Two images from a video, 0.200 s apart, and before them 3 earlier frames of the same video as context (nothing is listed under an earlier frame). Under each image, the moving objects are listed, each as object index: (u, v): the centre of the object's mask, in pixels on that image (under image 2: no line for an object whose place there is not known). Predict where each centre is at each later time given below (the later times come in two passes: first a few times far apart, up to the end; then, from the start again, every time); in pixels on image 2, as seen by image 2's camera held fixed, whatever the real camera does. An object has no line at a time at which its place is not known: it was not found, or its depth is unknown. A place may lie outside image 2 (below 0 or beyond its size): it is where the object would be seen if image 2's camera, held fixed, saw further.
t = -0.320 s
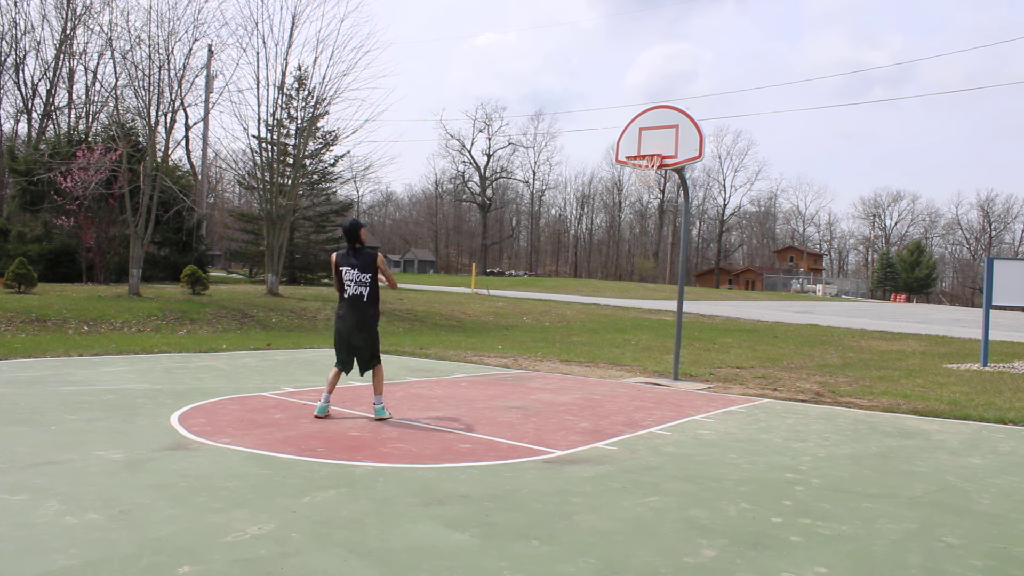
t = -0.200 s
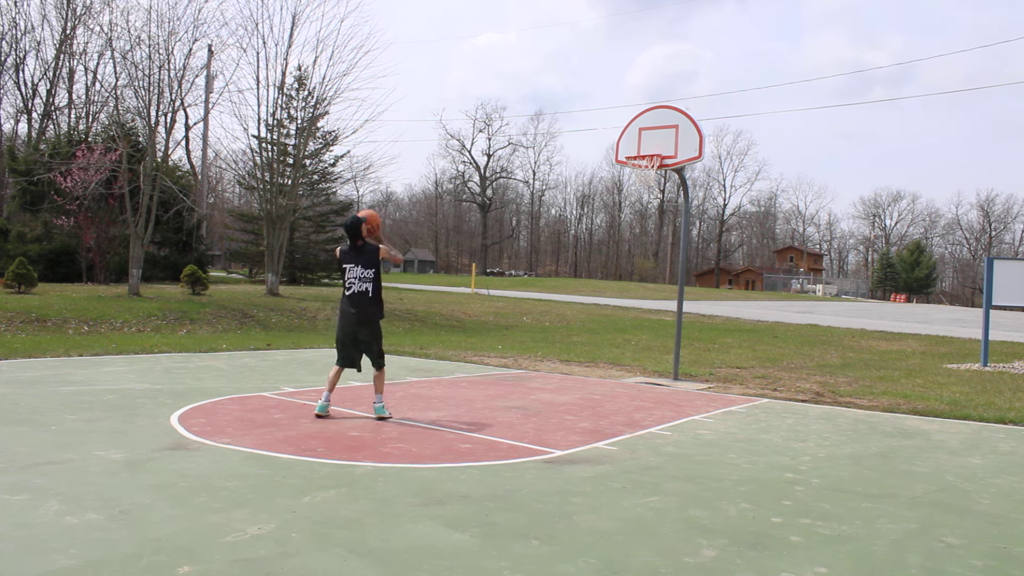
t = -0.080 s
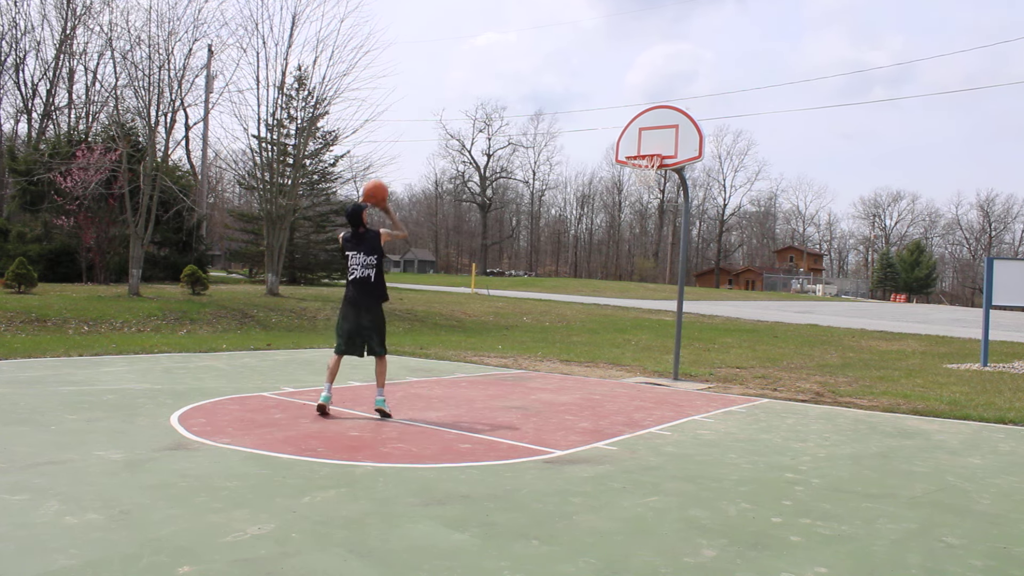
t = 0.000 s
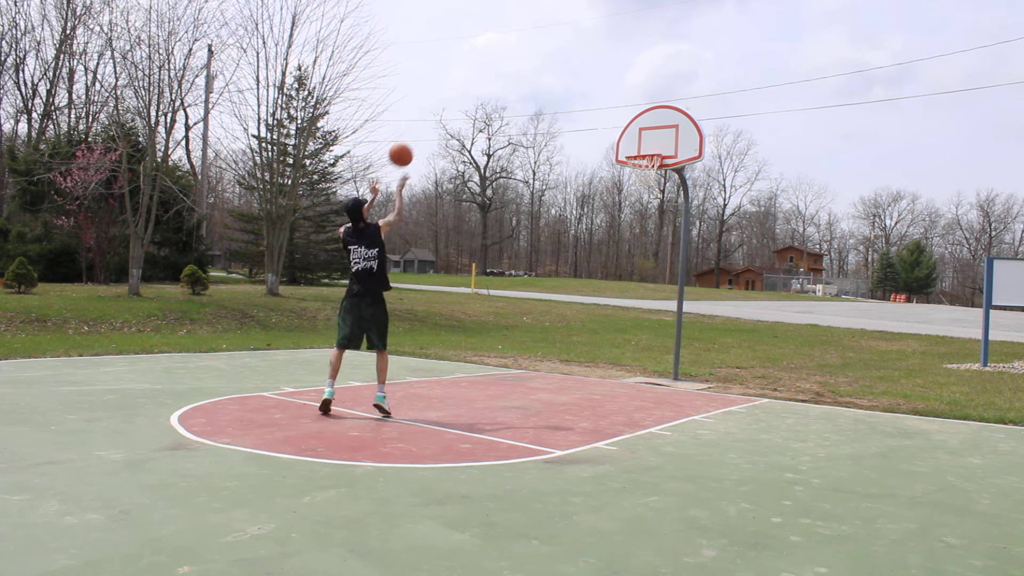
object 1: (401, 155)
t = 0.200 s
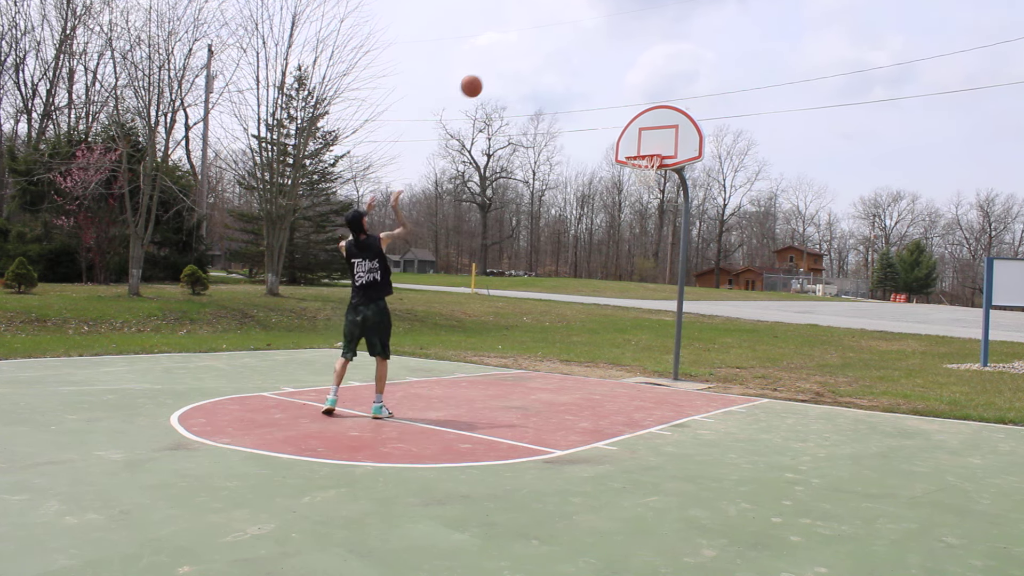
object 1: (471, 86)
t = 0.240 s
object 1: (484, 78)
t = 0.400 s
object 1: (530, 63)
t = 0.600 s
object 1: (580, 76)
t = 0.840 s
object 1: (631, 130)
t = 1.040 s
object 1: (653, 113)
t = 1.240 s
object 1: (668, 86)
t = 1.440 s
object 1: (685, 89)
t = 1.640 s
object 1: (703, 121)
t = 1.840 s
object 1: (720, 186)
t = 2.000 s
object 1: (734, 263)
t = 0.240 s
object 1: (484, 78)
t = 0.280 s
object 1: (496, 72)
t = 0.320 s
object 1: (508, 67)
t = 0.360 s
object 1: (520, 64)
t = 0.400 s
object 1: (530, 63)
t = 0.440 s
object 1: (541, 63)
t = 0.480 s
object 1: (552, 65)
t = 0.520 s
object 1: (561, 67)
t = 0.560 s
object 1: (571, 71)
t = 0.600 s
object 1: (580, 76)
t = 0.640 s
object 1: (589, 83)
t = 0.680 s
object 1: (598, 90)
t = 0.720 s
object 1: (607, 98)
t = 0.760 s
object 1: (615, 108)
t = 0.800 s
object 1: (623, 118)
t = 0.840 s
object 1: (631, 130)
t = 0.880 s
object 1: (638, 142)
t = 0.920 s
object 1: (643, 142)
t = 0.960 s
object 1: (646, 131)
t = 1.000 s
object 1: (650, 121)
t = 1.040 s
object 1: (653, 113)
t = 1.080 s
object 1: (656, 105)
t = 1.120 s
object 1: (659, 99)
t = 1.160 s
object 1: (662, 93)
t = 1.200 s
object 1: (665, 89)
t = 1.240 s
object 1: (668, 86)
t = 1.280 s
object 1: (672, 84)
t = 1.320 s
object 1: (675, 83)
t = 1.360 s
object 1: (678, 84)
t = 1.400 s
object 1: (682, 86)
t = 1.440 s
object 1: (685, 89)
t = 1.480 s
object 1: (689, 93)
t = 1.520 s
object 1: (692, 98)
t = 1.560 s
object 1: (696, 105)
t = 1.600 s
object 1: (699, 112)
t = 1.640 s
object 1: (703, 121)
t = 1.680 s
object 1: (706, 132)
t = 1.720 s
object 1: (709, 144)
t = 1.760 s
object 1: (713, 156)
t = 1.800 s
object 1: (716, 170)
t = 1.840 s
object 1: (720, 186)
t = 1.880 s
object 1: (724, 203)
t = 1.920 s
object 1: (727, 222)
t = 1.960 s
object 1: (731, 241)
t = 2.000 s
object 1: (734, 263)
